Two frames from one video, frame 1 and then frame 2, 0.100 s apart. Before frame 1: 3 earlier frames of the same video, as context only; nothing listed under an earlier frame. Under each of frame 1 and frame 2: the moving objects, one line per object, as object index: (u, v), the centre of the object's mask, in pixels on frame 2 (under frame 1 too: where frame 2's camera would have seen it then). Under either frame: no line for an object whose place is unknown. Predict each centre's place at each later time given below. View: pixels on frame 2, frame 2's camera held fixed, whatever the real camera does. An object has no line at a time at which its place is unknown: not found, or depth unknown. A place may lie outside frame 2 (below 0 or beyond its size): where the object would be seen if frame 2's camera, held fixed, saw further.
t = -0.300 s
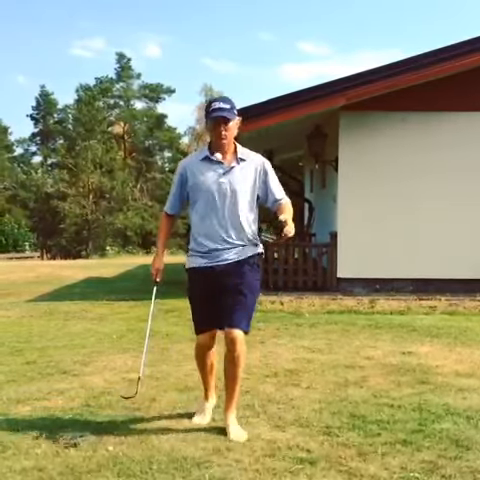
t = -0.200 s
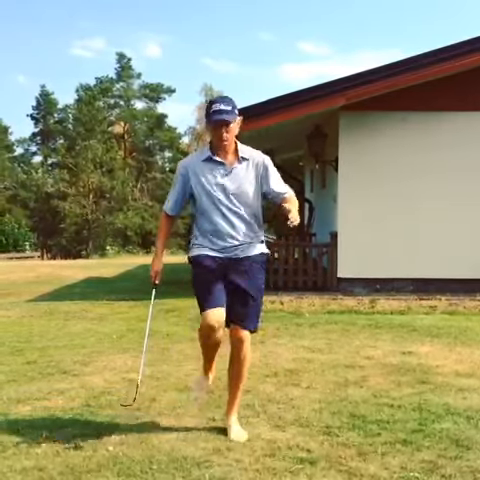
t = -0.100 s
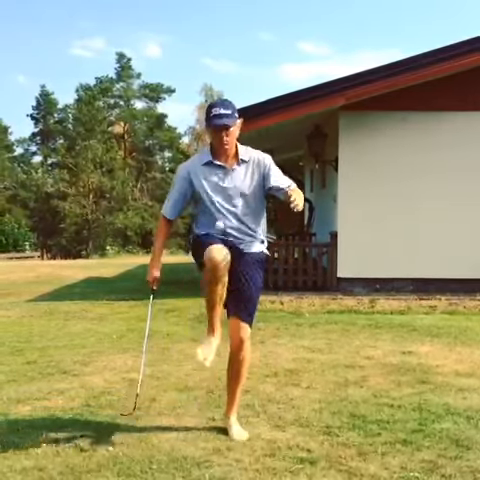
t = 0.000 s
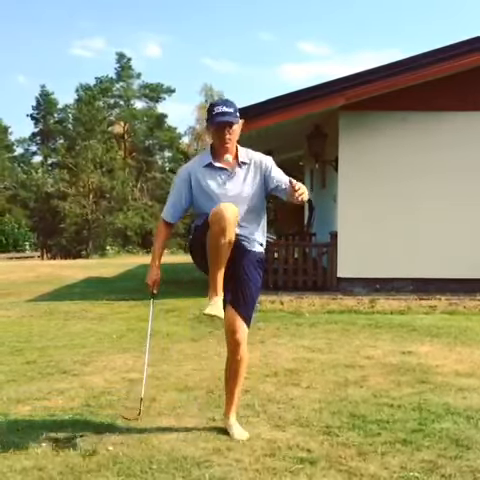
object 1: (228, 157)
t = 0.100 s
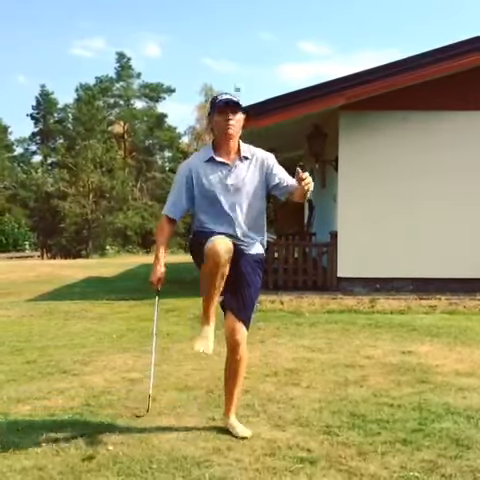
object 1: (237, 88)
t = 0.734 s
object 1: (303, 105)
